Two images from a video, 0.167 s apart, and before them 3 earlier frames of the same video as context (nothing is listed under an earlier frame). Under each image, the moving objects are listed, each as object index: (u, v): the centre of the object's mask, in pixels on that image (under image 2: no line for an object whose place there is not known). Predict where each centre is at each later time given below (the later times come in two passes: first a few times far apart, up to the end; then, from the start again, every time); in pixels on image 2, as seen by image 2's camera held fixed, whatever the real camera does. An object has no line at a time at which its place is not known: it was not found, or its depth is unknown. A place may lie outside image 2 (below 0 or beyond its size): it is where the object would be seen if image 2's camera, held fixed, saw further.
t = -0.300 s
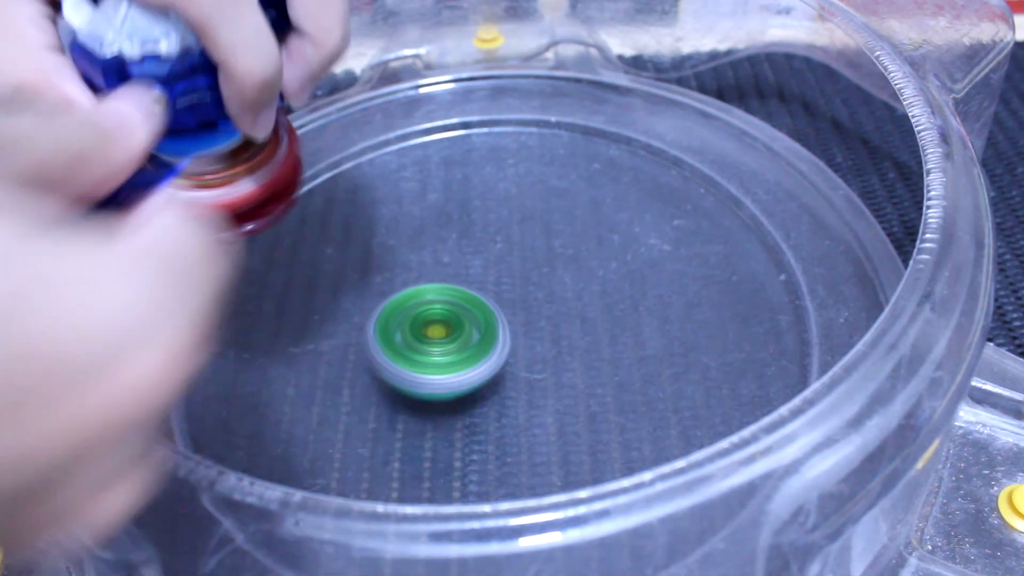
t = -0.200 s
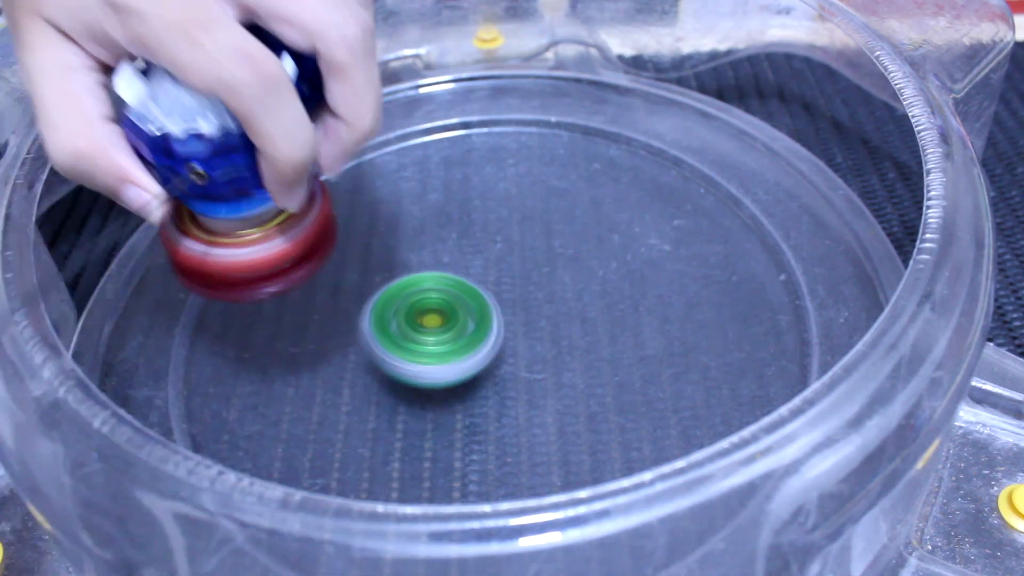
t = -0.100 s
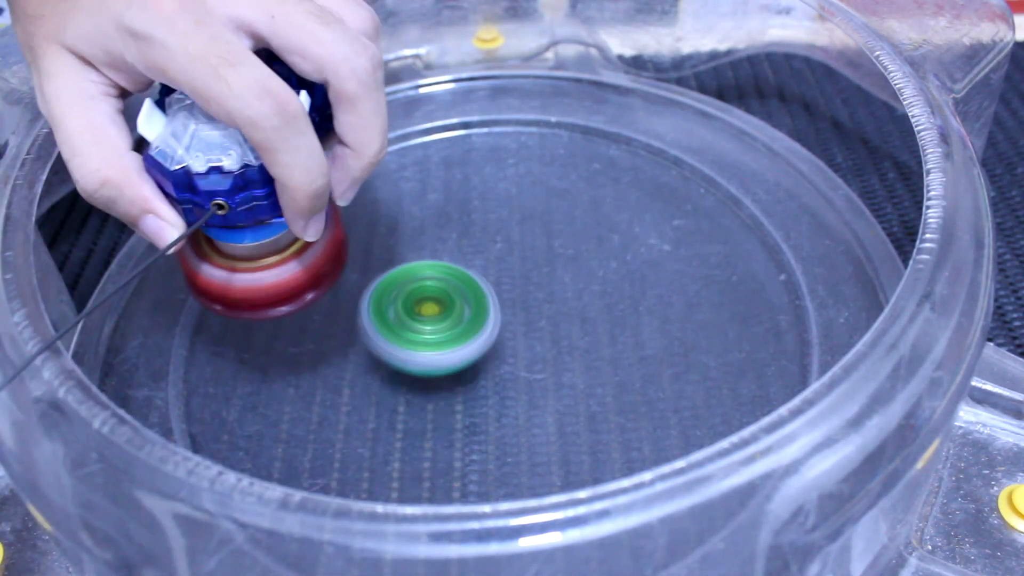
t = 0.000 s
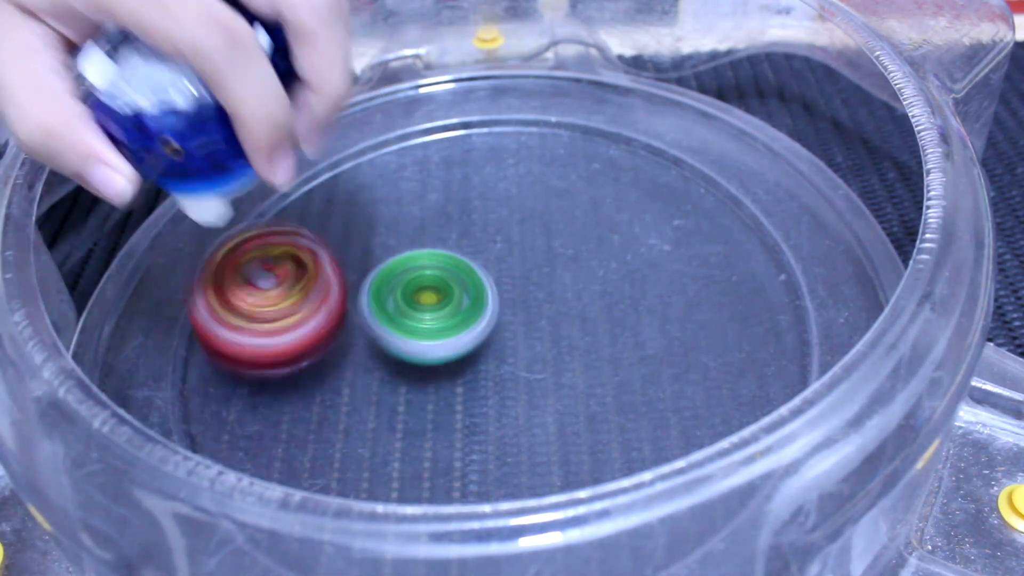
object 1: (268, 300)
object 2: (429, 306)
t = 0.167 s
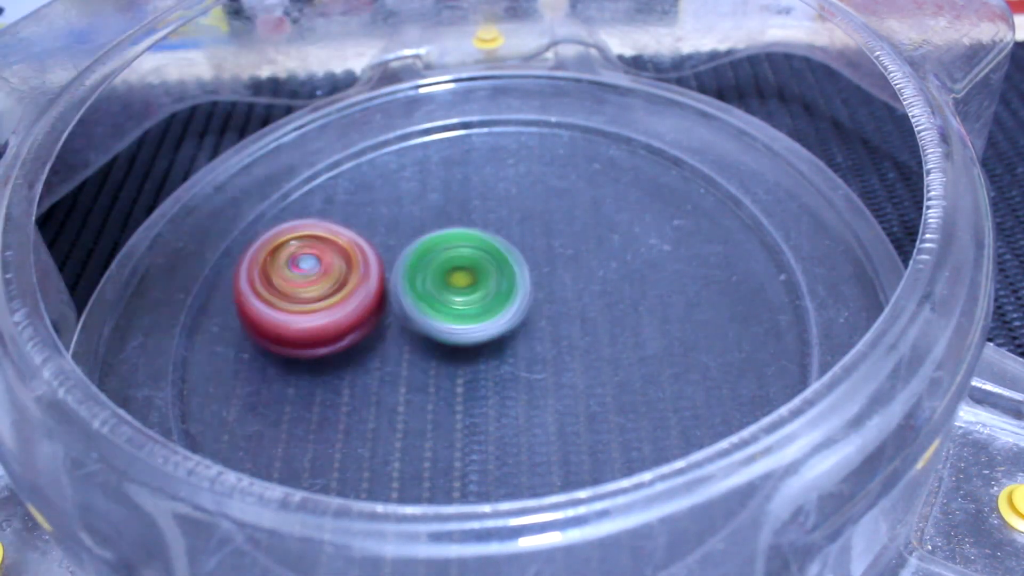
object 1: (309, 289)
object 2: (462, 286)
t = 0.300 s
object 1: (362, 302)
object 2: (529, 268)
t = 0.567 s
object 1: (406, 338)
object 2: (601, 237)
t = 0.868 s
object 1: (389, 334)
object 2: (537, 269)
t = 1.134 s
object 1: (399, 373)
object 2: (563, 289)
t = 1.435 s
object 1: (458, 368)
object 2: (588, 277)
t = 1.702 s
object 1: (374, 400)
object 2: (633, 185)
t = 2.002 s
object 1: (381, 404)
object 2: (552, 252)
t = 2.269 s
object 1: (427, 378)
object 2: (524, 270)
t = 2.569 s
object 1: (439, 365)
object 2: (524, 253)
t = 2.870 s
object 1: (409, 380)
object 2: (518, 235)
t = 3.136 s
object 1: (401, 378)
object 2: (506, 255)
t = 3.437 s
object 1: (399, 373)
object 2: (499, 277)
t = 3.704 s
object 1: (412, 368)
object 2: (506, 270)
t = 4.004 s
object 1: (434, 376)
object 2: (507, 254)
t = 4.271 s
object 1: (453, 378)
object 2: (507, 246)
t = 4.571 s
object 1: (469, 374)
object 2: (487, 241)
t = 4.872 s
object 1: (475, 367)
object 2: (460, 248)
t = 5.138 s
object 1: (469, 394)
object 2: (432, 248)
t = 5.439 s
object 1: (487, 395)
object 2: (404, 251)
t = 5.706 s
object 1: (503, 383)
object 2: (393, 245)
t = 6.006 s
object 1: (498, 351)
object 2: (398, 268)
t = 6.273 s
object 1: (520, 355)
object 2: (381, 267)
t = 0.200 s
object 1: (315, 291)
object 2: (486, 280)
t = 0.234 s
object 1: (325, 294)
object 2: (504, 276)
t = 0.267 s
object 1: (341, 299)
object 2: (518, 272)
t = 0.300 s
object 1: (362, 302)
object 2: (529, 268)
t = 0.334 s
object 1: (386, 304)
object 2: (536, 266)
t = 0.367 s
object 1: (401, 307)
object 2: (550, 260)
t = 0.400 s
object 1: (405, 311)
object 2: (573, 252)
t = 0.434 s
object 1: (409, 315)
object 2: (588, 246)
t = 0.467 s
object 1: (411, 319)
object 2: (598, 242)
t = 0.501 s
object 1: (411, 325)
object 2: (603, 240)
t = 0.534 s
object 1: (409, 334)
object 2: (604, 238)
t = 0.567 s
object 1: (406, 338)
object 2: (601, 237)
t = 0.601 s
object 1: (404, 340)
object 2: (597, 237)
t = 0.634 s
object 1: (402, 339)
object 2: (591, 237)
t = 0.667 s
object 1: (398, 338)
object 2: (584, 238)
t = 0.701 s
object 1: (393, 336)
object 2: (575, 240)
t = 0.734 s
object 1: (390, 334)
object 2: (567, 244)
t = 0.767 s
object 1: (388, 332)
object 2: (558, 249)
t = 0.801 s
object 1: (386, 331)
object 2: (550, 254)
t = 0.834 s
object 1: (386, 332)
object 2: (543, 261)
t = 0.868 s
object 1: (389, 334)
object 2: (537, 269)
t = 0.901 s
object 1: (395, 338)
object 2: (534, 277)
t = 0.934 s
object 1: (398, 345)
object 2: (533, 285)
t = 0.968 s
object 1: (389, 355)
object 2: (546, 285)
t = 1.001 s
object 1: (383, 364)
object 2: (554, 284)
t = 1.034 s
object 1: (383, 371)
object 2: (559, 285)
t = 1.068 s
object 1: (385, 372)
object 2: (562, 285)
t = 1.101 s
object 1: (391, 373)
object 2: (563, 287)
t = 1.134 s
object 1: (399, 373)
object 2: (563, 289)
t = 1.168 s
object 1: (409, 371)
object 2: (563, 292)
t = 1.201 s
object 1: (424, 368)
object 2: (561, 296)
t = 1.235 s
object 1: (433, 367)
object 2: (563, 295)
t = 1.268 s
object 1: (431, 372)
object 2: (578, 287)
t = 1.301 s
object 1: (432, 376)
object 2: (588, 281)
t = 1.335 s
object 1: (434, 377)
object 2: (593, 278)
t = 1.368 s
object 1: (440, 376)
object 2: (595, 276)
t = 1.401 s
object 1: (449, 373)
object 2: (593, 276)
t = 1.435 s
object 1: (458, 368)
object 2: (588, 277)
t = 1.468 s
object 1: (467, 361)
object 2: (582, 278)
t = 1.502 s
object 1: (450, 370)
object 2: (600, 259)
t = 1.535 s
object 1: (428, 383)
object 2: (622, 234)
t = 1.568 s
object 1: (408, 389)
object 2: (637, 214)
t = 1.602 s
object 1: (395, 393)
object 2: (644, 198)
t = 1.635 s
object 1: (385, 395)
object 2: (644, 190)
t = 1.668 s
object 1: (378, 397)
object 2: (639, 186)
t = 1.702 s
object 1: (374, 400)
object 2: (633, 185)
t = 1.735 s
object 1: (369, 403)
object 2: (625, 187)
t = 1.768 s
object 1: (366, 405)
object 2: (616, 191)
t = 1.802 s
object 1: (365, 407)
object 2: (607, 199)
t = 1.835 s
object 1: (364, 408)
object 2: (597, 208)
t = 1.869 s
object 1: (364, 410)
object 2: (588, 216)
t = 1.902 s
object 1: (366, 410)
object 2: (578, 225)
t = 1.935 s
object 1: (369, 409)
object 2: (569, 234)
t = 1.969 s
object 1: (374, 406)
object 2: (561, 243)
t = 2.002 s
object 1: (381, 404)
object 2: (552, 252)
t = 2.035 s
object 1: (388, 400)
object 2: (544, 260)
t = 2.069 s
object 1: (395, 395)
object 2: (538, 266)
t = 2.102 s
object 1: (403, 390)
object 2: (530, 272)
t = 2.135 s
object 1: (411, 384)
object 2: (524, 278)
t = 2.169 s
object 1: (419, 379)
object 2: (519, 282)
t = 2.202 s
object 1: (420, 379)
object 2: (519, 280)
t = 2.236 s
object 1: (422, 381)
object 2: (521, 274)
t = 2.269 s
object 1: (427, 378)
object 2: (524, 270)
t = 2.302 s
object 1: (433, 376)
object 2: (525, 270)
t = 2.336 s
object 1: (438, 371)
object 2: (526, 269)
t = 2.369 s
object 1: (437, 373)
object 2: (529, 263)
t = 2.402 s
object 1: (435, 376)
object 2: (534, 256)
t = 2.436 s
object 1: (435, 377)
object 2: (535, 253)
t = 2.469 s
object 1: (436, 376)
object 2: (535, 252)
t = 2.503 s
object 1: (436, 374)
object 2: (532, 251)
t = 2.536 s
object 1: (437, 370)
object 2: (528, 252)
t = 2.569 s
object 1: (439, 365)
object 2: (524, 253)
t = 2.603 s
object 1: (441, 361)
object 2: (520, 254)
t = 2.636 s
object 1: (439, 360)
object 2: (517, 252)
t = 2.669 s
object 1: (433, 369)
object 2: (522, 240)
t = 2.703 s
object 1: (427, 375)
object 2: (525, 232)
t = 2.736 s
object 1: (424, 377)
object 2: (526, 228)
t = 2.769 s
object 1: (420, 378)
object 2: (527, 227)
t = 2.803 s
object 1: (417, 379)
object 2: (525, 228)
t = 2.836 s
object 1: (412, 381)
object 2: (523, 230)
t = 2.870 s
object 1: (409, 380)
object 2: (518, 235)
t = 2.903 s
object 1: (407, 379)
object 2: (513, 239)
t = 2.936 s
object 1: (406, 378)
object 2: (508, 244)
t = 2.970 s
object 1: (406, 377)
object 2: (503, 250)
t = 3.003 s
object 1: (407, 372)
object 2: (500, 255)
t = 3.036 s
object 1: (409, 368)
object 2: (495, 260)
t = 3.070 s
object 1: (411, 365)
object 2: (494, 264)
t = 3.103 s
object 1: (406, 372)
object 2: (499, 260)
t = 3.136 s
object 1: (401, 378)
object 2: (506, 255)
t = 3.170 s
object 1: (399, 379)
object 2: (508, 253)
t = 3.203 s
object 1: (396, 382)
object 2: (508, 254)
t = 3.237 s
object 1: (394, 382)
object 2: (507, 256)
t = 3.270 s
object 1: (392, 382)
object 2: (506, 259)
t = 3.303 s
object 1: (393, 381)
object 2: (504, 262)
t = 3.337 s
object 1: (393, 380)
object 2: (502, 266)
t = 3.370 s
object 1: (395, 377)
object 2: (500, 270)
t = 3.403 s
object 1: (399, 374)
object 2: (499, 275)
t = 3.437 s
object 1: (399, 373)
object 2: (499, 277)
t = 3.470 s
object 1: (393, 381)
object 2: (506, 268)
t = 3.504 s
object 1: (389, 385)
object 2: (512, 262)
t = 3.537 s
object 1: (389, 386)
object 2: (514, 260)
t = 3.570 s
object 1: (392, 387)
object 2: (515, 260)
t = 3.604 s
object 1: (395, 384)
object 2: (514, 261)
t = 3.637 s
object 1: (401, 378)
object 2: (511, 265)
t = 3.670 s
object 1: (408, 374)
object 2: (507, 268)
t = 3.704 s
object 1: (412, 368)
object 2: (506, 270)
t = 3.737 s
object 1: (407, 375)
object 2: (514, 258)
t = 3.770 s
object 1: (407, 379)
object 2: (519, 250)
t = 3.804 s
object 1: (408, 382)
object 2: (523, 246)
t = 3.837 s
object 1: (411, 382)
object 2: (524, 244)
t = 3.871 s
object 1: (415, 383)
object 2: (521, 245)
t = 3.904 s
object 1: (419, 383)
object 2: (518, 246)
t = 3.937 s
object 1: (424, 381)
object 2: (515, 248)
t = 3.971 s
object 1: (429, 379)
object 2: (512, 250)
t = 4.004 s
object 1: (434, 376)
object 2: (507, 254)
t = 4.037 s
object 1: (439, 373)
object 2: (504, 257)
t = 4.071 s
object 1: (442, 372)
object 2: (503, 257)
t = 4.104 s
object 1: (442, 381)
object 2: (508, 248)
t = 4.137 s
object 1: (443, 382)
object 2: (511, 242)
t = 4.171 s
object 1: (445, 381)
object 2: (513, 241)
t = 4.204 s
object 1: (446, 382)
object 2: (511, 242)
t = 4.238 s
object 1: (450, 380)
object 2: (509, 244)
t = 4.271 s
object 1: (453, 378)
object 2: (507, 246)
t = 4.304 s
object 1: (455, 377)
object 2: (504, 248)
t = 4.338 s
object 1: (459, 372)
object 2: (502, 251)
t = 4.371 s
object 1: (462, 369)
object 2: (501, 252)
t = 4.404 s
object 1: (463, 371)
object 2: (498, 249)
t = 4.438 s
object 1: (465, 376)
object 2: (497, 243)
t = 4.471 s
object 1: (465, 377)
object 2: (497, 241)
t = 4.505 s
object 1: (467, 377)
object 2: (495, 239)
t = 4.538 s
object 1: (468, 376)
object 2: (490, 240)
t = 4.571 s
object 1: (469, 374)
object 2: (487, 241)
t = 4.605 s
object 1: (470, 372)
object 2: (484, 242)
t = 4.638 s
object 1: (470, 370)
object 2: (480, 243)
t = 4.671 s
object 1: (473, 366)
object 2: (477, 245)
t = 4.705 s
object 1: (473, 363)
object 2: (475, 246)
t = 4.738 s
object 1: (474, 365)
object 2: (472, 244)
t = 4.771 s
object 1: (475, 365)
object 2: (469, 244)
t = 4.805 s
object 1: (475, 367)
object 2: (467, 245)
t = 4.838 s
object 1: (475, 367)
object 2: (464, 246)
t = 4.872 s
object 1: (475, 367)
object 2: (460, 248)
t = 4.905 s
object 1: (474, 366)
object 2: (458, 250)
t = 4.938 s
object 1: (473, 372)
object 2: (455, 247)
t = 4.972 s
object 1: (472, 380)
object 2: (450, 243)
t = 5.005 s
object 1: (472, 387)
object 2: (444, 239)
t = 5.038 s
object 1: (471, 390)
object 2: (440, 241)
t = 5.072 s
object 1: (471, 392)
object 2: (437, 242)
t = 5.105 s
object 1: (469, 394)
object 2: (434, 245)
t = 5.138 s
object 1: (469, 394)
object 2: (432, 248)
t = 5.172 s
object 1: (469, 395)
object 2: (429, 252)
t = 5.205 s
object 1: (469, 392)
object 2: (426, 255)
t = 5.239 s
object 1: (469, 391)
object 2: (425, 259)
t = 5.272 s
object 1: (469, 388)
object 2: (423, 263)
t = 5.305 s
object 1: (469, 384)
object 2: (420, 266)
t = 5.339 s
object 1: (468, 381)
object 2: (418, 270)
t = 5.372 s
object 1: (468, 379)
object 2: (415, 272)
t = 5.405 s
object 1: (478, 387)
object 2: (408, 262)
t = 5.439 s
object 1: (487, 395)
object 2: (404, 251)
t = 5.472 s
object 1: (493, 398)
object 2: (399, 245)
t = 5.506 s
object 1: (497, 398)
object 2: (398, 242)
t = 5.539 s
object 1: (499, 397)
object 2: (396, 241)
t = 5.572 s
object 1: (500, 396)
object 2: (394, 241)
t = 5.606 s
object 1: (501, 394)
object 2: (393, 241)
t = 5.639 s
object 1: (502, 391)
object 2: (392, 242)
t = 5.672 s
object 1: (503, 387)
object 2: (393, 244)
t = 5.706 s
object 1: (503, 383)
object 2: (393, 245)
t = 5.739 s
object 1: (503, 377)
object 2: (394, 248)
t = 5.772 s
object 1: (502, 372)
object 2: (395, 250)
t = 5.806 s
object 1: (500, 367)
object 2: (398, 254)
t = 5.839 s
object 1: (498, 362)
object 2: (401, 257)
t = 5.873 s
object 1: (494, 357)
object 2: (403, 261)
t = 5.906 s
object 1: (491, 353)
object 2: (404, 265)
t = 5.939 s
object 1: (494, 352)
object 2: (401, 265)
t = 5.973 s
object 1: (496, 353)
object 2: (397, 267)
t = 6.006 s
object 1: (498, 351)
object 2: (398, 268)
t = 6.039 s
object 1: (506, 354)
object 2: (390, 265)
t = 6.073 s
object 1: (511, 355)
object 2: (382, 262)
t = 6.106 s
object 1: (512, 355)
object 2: (380, 260)
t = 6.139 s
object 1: (513, 356)
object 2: (380, 262)
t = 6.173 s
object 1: (516, 356)
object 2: (379, 263)
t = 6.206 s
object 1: (518, 357)
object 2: (380, 265)
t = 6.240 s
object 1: (520, 356)
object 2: (380, 266)
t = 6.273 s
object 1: (520, 355)
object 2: (381, 267)
